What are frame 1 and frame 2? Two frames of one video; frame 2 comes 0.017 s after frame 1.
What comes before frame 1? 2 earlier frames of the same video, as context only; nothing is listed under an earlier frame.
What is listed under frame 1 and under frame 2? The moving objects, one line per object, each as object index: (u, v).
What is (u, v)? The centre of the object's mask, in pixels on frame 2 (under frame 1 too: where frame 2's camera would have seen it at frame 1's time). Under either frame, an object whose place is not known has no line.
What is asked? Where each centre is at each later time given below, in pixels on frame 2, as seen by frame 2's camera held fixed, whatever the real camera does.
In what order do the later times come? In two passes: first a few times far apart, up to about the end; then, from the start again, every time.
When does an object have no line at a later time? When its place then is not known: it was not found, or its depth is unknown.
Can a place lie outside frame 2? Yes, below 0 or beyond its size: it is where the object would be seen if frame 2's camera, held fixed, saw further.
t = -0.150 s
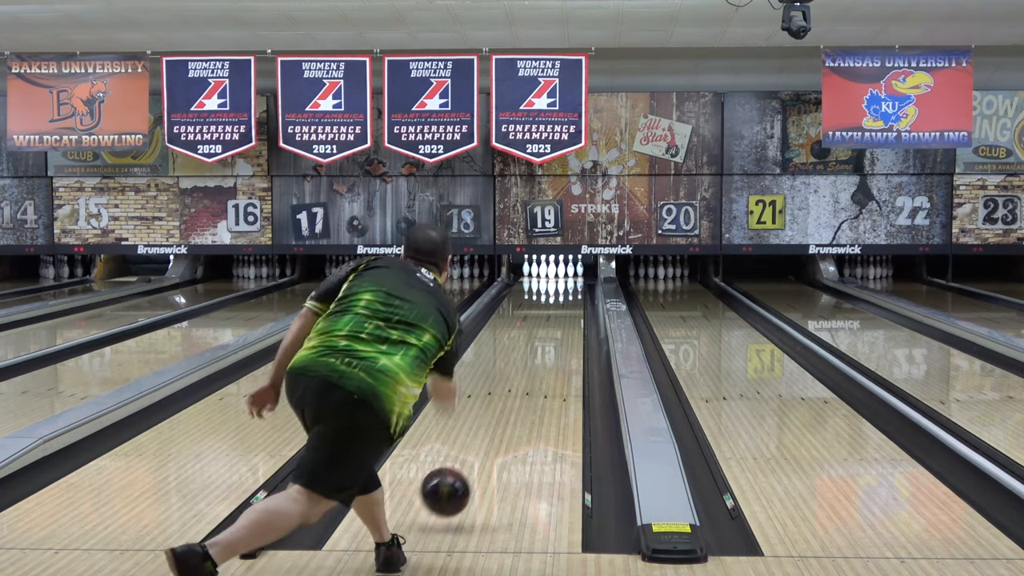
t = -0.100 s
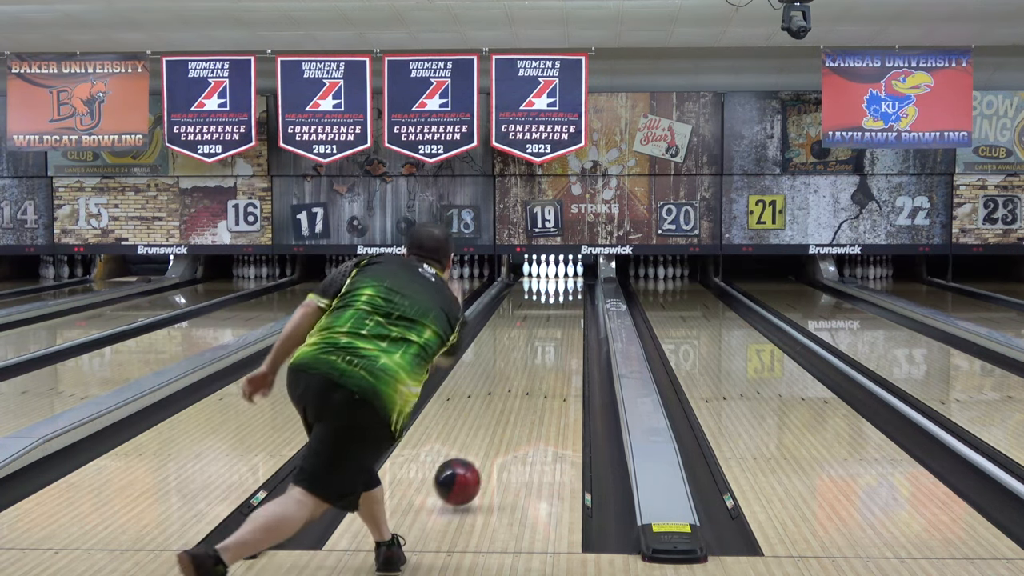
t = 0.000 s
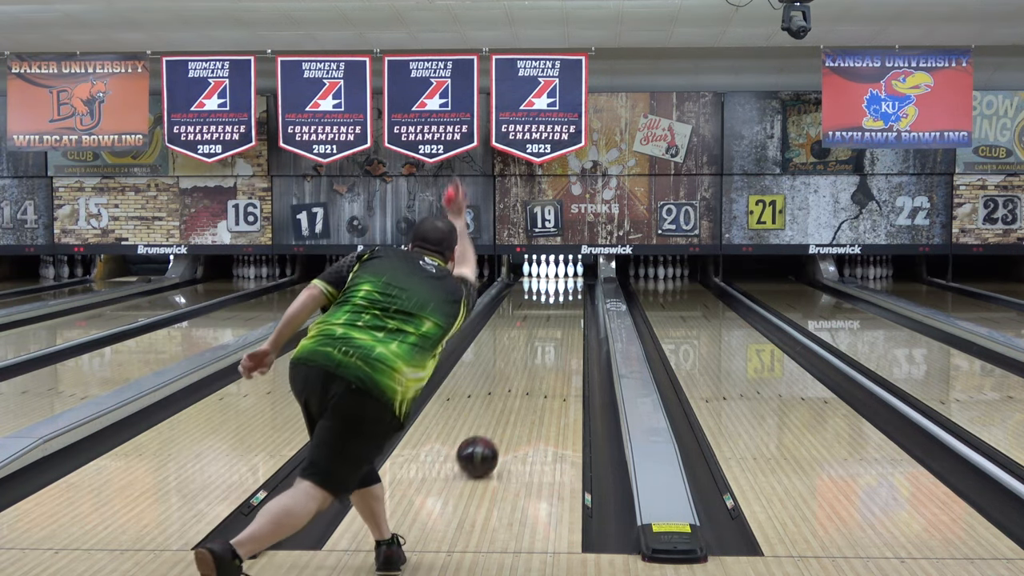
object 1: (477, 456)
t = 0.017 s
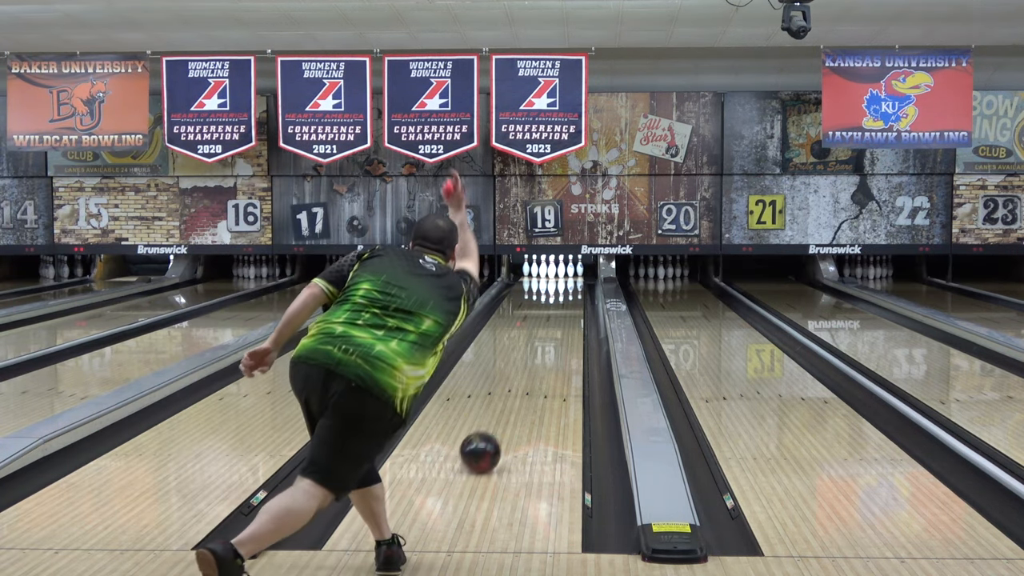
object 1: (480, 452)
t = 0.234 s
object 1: (510, 404)
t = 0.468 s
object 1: (532, 369)
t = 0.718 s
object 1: (548, 343)
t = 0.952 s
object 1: (558, 324)
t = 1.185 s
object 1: (566, 310)
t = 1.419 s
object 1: (571, 299)
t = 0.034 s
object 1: (483, 448)
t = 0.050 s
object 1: (486, 443)
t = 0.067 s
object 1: (488, 439)
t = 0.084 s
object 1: (491, 435)
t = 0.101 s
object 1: (493, 431)
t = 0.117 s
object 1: (495, 428)
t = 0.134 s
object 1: (498, 424)
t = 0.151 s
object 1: (500, 420)
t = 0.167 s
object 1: (502, 417)
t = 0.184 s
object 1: (504, 414)
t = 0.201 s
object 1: (506, 410)
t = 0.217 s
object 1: (509, 407)
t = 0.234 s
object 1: (510, 404)
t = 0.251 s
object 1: (512, 401)
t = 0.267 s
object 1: (514, 398)
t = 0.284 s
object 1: (516, 395)
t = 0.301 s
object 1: (517, 393)
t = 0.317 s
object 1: (519, 390)
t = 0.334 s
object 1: (521, 388)
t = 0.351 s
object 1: (522, 385)
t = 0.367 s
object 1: (524, 382)
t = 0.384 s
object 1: (525, 380)
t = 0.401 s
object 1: (527, 378)
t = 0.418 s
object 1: (528, 376)
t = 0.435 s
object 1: (529, 374)
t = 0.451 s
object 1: (531, 371)
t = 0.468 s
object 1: (532, 369)
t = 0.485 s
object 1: (533, 367)
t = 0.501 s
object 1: (535, 365)
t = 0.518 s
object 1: (536, 363)
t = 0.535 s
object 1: (537, 361)
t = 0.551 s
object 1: (538, 359)
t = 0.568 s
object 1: (539, 358)
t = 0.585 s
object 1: (540, 356)
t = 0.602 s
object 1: (541, 354)
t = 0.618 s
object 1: (542, 352)
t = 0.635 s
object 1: (543, 351)
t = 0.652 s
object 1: (544, 349)
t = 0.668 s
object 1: (545, 347)
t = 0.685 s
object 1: (546, 346)
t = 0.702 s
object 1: (547, 344)
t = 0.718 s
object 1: (548, 343)
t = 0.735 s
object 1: (549, 341)
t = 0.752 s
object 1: (550, 340)
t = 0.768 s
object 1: (550, 338)
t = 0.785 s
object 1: (551, 337)
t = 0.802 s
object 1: (552, 336)
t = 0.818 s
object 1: (553, 334)
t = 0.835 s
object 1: (554, 333)
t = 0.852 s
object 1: (554, 332)
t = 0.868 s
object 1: (555, 330)
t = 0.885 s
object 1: (556, 329)
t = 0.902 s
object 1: (557, 328)
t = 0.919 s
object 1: (557, 327)
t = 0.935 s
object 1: (558, 326)
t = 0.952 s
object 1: (558, 324)
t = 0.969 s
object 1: (559, 323)
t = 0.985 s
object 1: (559, 322)
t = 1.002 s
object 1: (560, 321)
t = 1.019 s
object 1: (561, 320)
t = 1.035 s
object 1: (561, 319)
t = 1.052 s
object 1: (562, 318)
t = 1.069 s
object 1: (563, 317)
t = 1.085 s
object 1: (563, 316)
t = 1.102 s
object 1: (563, 315)
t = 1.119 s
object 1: (564, 314)
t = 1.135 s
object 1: (565, 313)
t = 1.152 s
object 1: (565, 312)
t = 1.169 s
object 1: (565, 311)
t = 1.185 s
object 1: (566, 310)
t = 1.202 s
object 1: (566, 310)
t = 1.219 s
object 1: (567, 309)
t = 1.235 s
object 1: (567, 308)
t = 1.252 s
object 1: (567, 307)
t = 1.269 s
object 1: (568, 306)
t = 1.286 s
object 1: (568, 305)
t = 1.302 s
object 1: (568, 304)
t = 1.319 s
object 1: (569, 303)
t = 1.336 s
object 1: (569, 303)
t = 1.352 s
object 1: (570, 302)
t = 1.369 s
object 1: (570, 302)
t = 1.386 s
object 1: (570, 301)
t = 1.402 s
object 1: (571, 300)
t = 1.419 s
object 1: (571, 299)
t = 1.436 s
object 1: (571, 298)
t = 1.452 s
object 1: (571, 297)
